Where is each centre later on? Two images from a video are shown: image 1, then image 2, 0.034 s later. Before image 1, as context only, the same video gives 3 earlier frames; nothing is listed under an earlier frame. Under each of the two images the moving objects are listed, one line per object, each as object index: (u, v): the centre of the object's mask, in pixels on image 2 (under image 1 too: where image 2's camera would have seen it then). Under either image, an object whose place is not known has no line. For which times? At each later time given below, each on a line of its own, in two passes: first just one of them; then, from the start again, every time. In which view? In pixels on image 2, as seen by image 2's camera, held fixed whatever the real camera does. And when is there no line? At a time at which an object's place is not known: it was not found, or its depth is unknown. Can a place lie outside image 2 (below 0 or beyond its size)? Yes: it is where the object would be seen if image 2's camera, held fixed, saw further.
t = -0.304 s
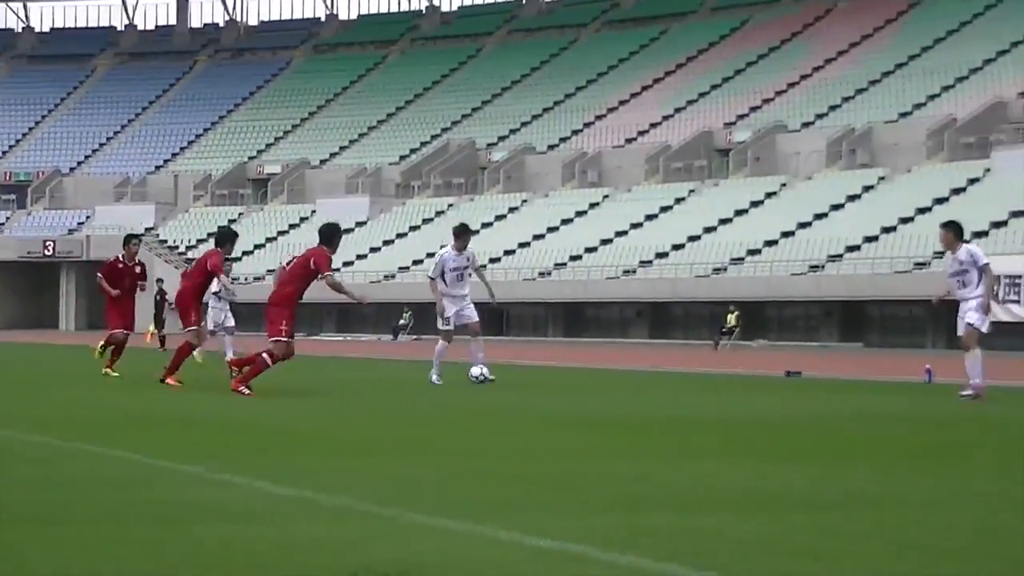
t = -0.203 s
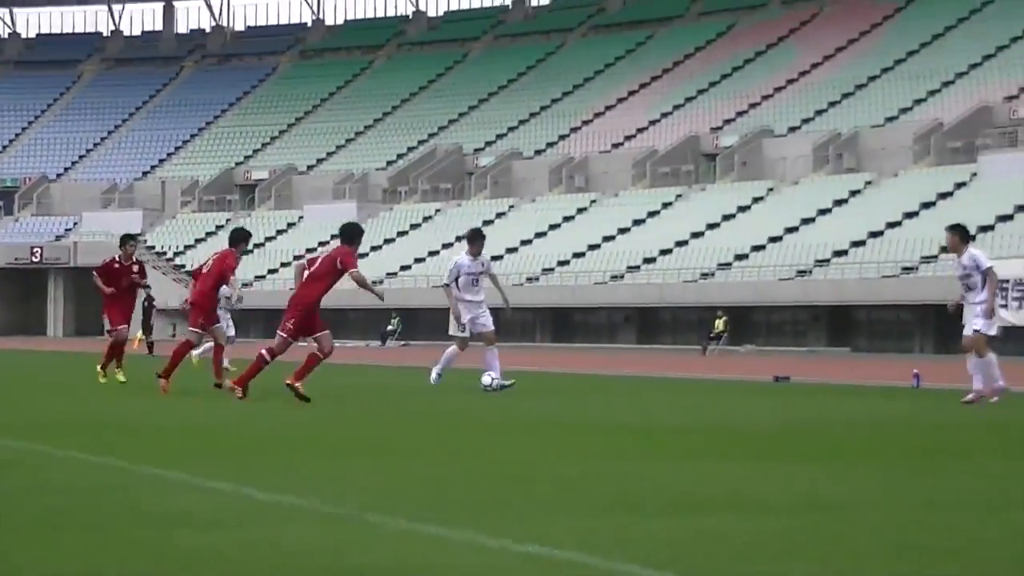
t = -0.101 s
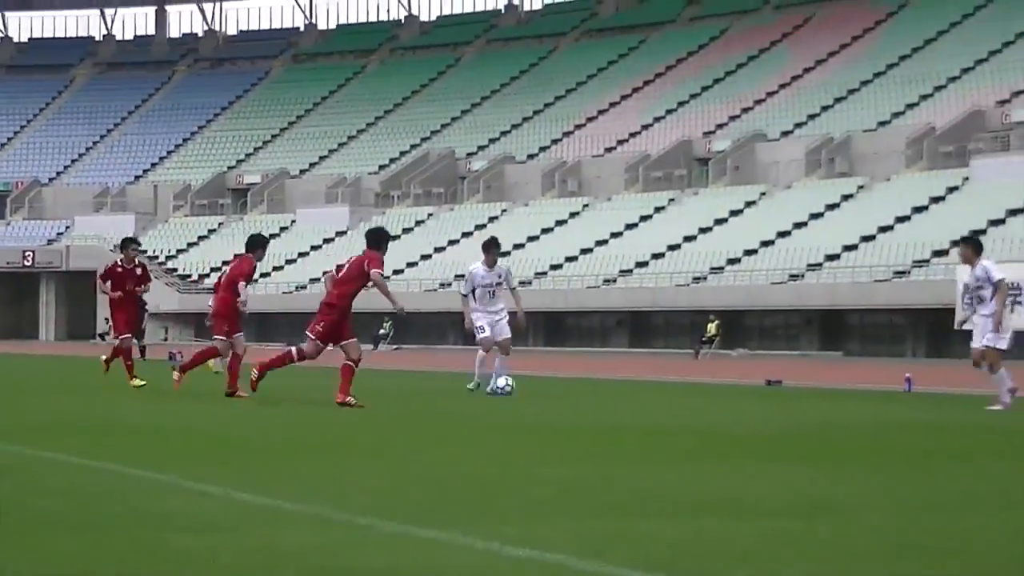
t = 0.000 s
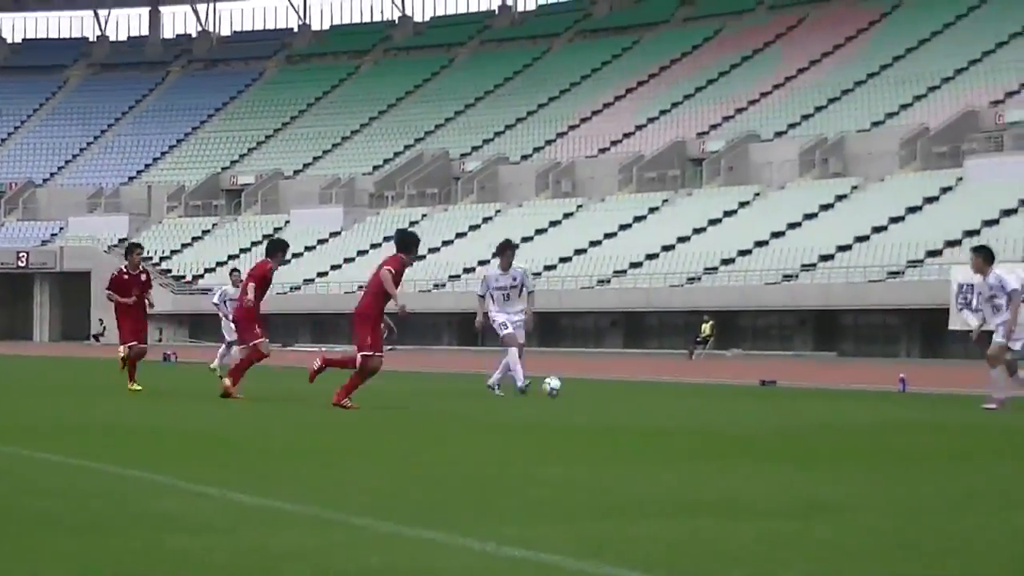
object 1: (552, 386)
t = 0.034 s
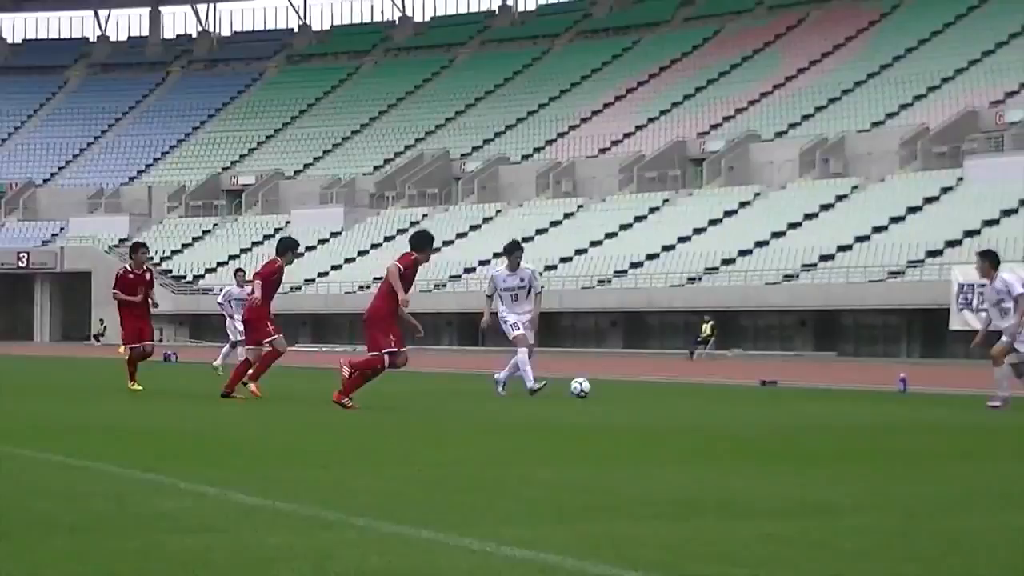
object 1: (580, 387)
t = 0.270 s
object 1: (754, 390)
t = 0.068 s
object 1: (606, 388)
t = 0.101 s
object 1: (631, 388)
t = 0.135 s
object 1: (657, 389)
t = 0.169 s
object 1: (683, 389)
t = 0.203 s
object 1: (706, 388)
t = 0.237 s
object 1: (731, 390)
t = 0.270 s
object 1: (754, 390)
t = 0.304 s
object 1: (776, 391)
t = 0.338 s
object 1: (799, 392)
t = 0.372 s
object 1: (821, 391)
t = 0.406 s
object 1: (842, 392)
